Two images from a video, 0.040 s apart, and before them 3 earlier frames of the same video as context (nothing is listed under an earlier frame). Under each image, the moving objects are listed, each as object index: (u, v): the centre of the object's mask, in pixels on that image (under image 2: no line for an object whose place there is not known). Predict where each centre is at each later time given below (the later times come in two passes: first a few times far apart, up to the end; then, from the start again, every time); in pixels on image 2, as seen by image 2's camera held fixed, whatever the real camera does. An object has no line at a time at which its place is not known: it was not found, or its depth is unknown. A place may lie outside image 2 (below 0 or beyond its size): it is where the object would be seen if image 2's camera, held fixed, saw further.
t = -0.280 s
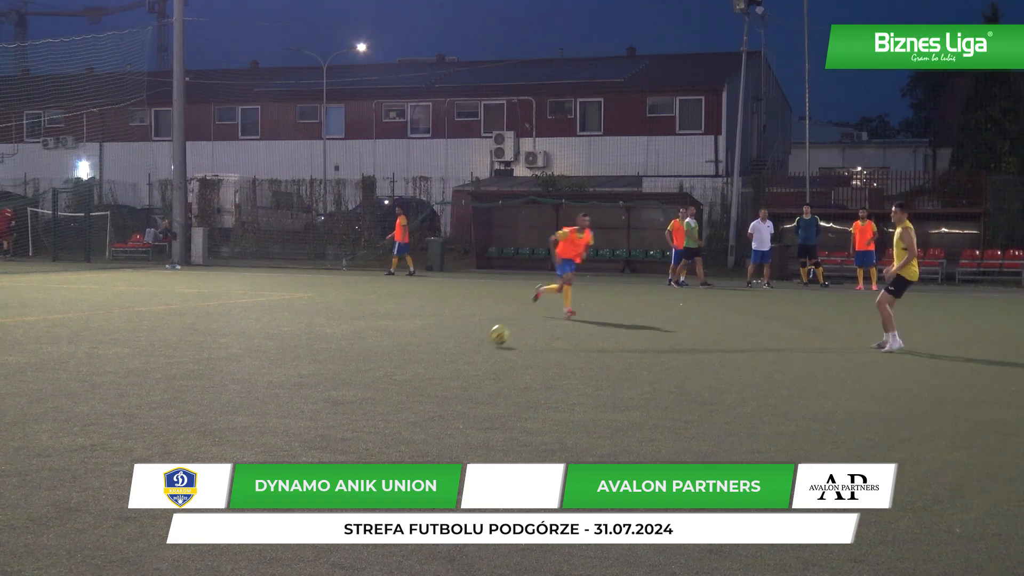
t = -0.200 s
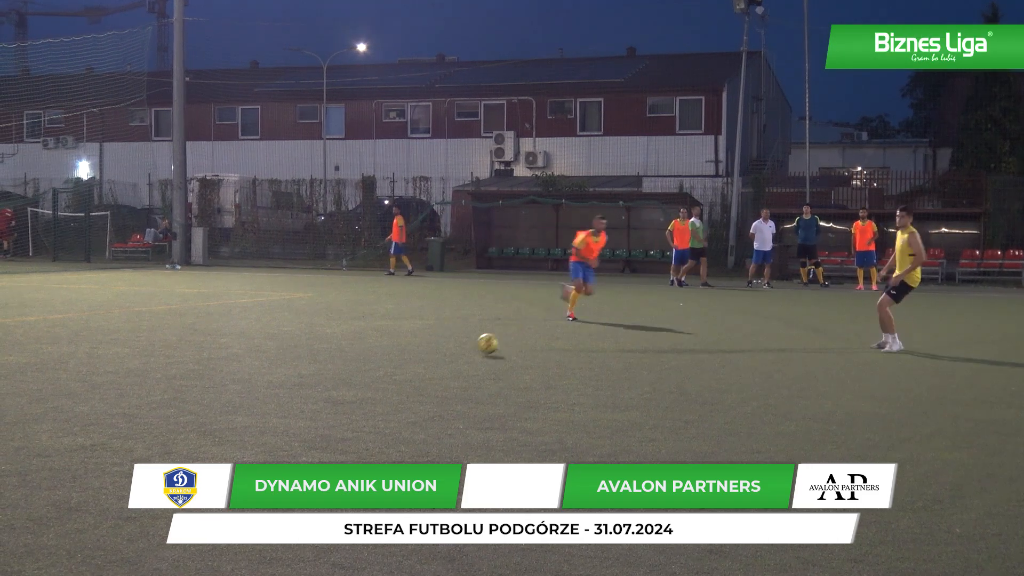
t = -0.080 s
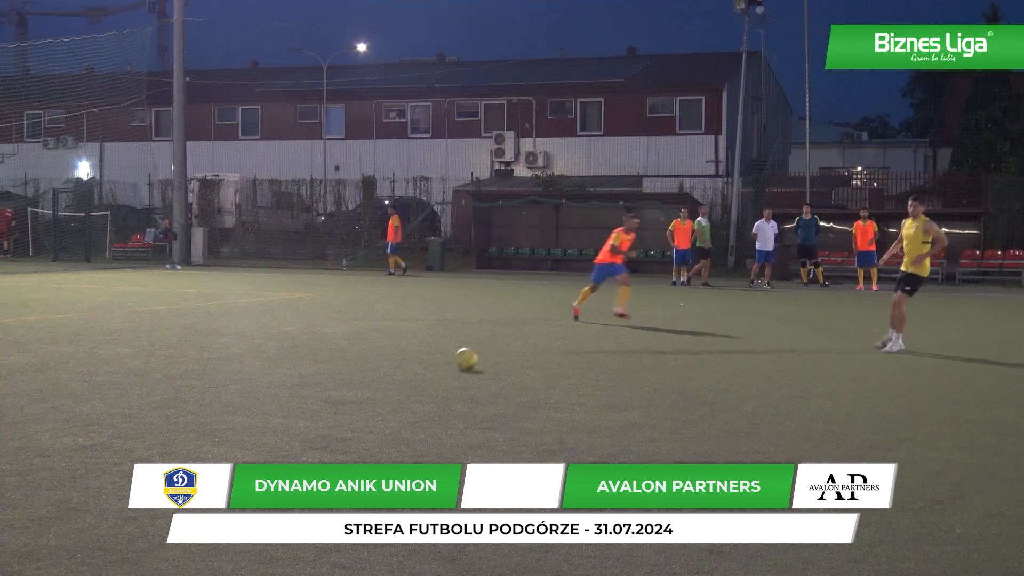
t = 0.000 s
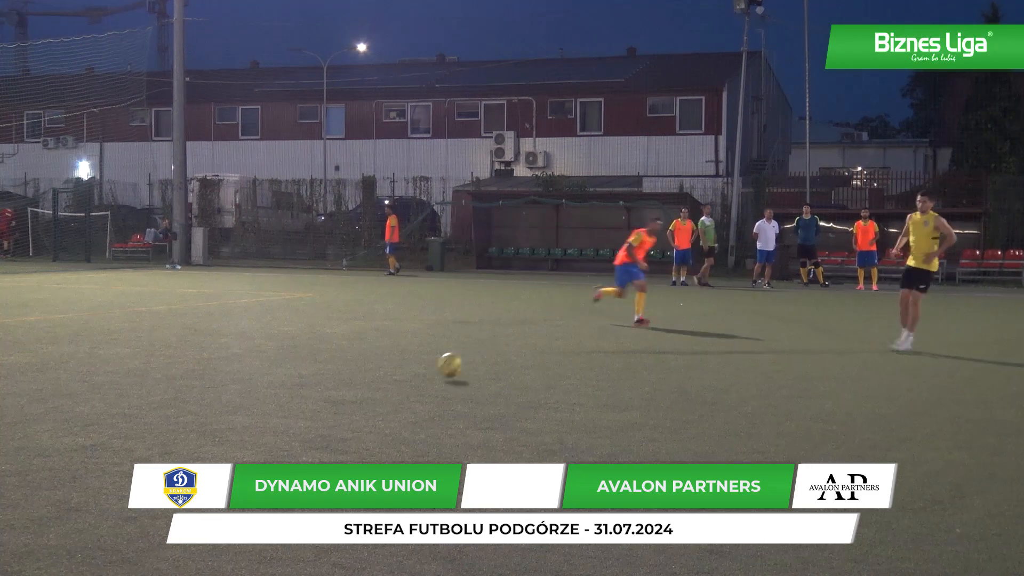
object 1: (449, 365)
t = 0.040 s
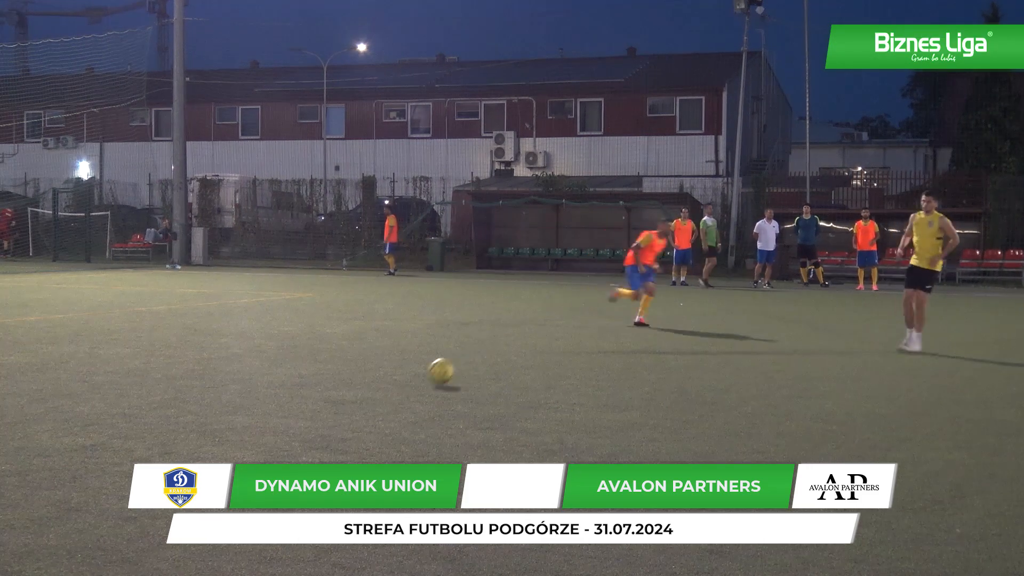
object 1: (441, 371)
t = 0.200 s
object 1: (401, 390)
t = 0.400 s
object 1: (341, 424)
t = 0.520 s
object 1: (296, 446)
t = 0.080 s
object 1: (431, 379)
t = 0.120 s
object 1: (422, 380)
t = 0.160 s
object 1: (412, 384)
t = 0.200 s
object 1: (401, 390)
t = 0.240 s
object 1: (389, 400)
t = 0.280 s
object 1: (378, 404)
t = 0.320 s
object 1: (367, 407)
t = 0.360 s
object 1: (355, 414)
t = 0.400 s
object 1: (341, 424)
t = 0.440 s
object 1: (326, 429)
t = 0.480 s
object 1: (312, 436)
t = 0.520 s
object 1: (296, 446)
